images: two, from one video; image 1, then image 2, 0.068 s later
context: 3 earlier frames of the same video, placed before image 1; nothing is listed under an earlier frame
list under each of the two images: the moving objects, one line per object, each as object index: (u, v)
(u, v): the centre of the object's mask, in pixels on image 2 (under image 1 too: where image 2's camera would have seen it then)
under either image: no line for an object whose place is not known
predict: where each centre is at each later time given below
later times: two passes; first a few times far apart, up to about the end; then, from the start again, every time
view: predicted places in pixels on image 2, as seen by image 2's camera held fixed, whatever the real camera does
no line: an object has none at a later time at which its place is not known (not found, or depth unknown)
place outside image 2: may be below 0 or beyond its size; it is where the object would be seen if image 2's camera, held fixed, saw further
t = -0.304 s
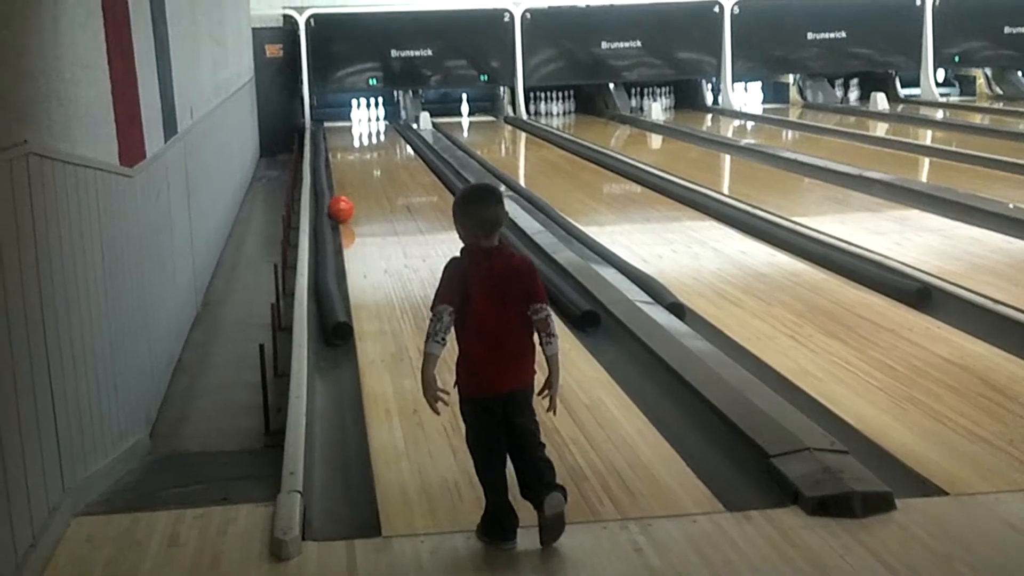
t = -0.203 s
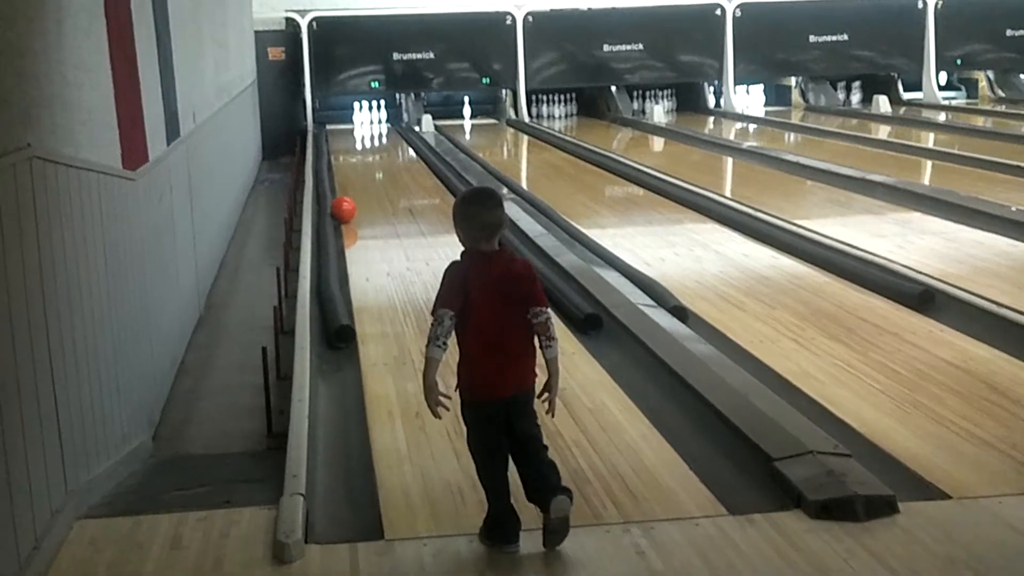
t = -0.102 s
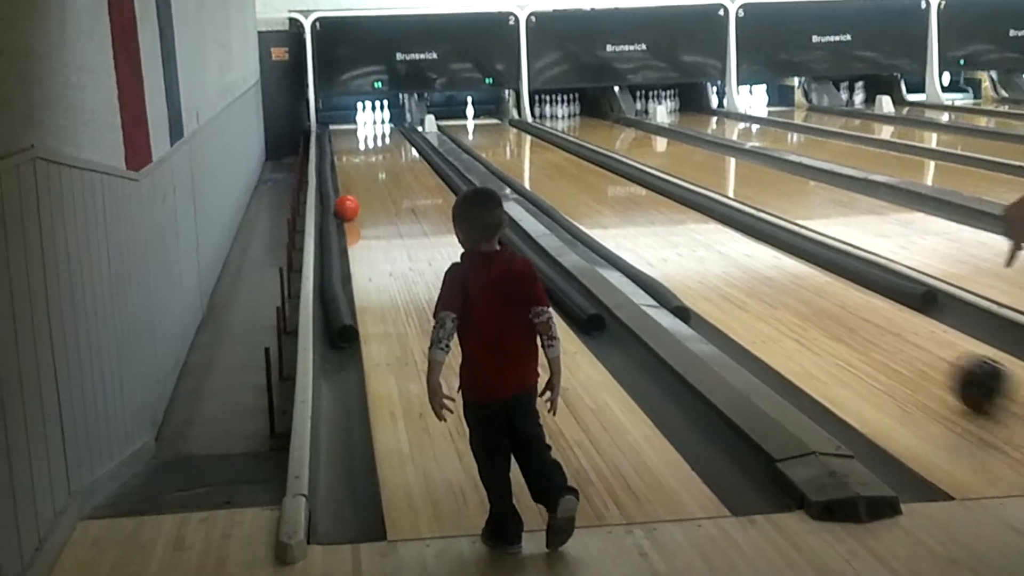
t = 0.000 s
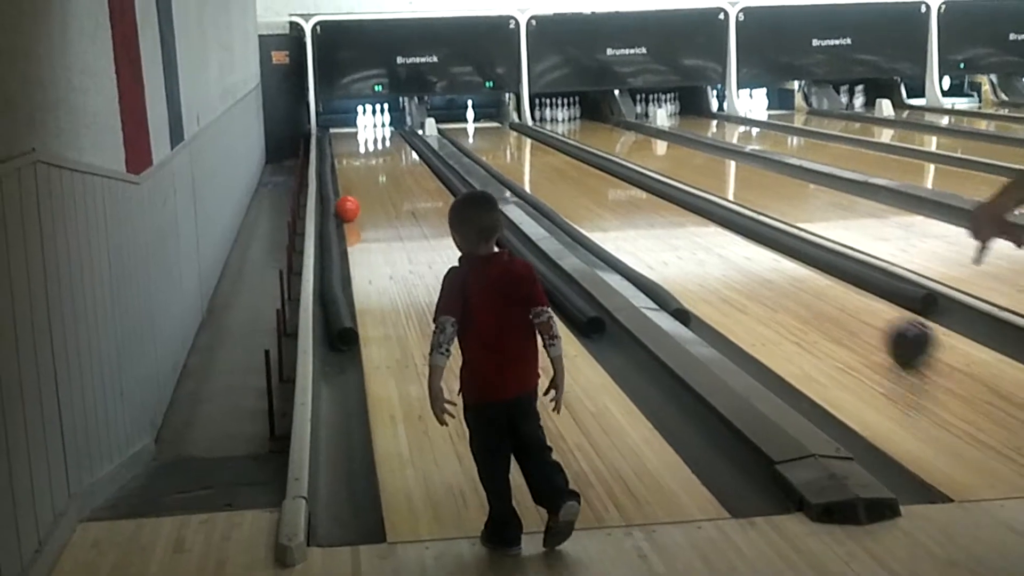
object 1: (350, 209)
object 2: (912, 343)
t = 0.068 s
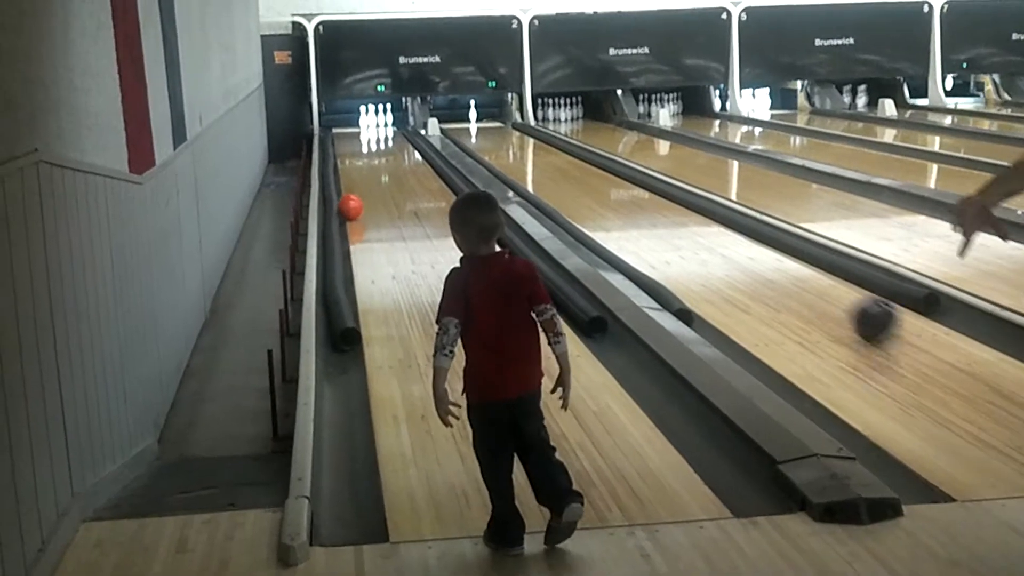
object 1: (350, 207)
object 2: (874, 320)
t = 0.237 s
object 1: (351, 203)
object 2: (800, 276)
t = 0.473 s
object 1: (352, 199)
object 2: (727, 234)
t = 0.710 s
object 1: (352, 195)
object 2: (676, 204)
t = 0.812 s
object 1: (353, 192)
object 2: (659, 194)
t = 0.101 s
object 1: (351, 207)
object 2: (857, 310)
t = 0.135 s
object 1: (351, 206)
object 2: (841, 300)
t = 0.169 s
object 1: (351, 205)
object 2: (826, 291)
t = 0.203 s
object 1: (351, 204)
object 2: (813, 283)
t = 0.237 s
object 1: (351, 203)
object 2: (800, 276)
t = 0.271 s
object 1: (351, 203)
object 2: (787, 268)
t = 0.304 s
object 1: (352, 202)
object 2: (775, 261)
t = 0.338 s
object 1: (352, 201)
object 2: (764, 254)
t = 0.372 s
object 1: (352, 200)
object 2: (754, 249)
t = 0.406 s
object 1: (352, 200)
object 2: (745, 243)
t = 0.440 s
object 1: (352, 199)
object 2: (735, 238)
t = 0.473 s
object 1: (352, 199)
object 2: (727, 234)
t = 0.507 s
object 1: (352, 198)
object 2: (718, 229)
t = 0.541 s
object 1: (352, 198)
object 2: (710, 224)
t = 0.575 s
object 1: (352, 197)
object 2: (703, 219)
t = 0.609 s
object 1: (352, 196)
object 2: (696, 215)
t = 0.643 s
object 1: (352, 196)
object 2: (688, 212)
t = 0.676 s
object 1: (352, 195)
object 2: (682, 208)
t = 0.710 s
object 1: (352, 195)
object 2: (676, 204)
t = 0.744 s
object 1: (352, 194)
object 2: (670, 200)
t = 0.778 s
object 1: (352, 193)
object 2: (664, 198)
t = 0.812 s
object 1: (353, 192)
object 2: (659, 194)
